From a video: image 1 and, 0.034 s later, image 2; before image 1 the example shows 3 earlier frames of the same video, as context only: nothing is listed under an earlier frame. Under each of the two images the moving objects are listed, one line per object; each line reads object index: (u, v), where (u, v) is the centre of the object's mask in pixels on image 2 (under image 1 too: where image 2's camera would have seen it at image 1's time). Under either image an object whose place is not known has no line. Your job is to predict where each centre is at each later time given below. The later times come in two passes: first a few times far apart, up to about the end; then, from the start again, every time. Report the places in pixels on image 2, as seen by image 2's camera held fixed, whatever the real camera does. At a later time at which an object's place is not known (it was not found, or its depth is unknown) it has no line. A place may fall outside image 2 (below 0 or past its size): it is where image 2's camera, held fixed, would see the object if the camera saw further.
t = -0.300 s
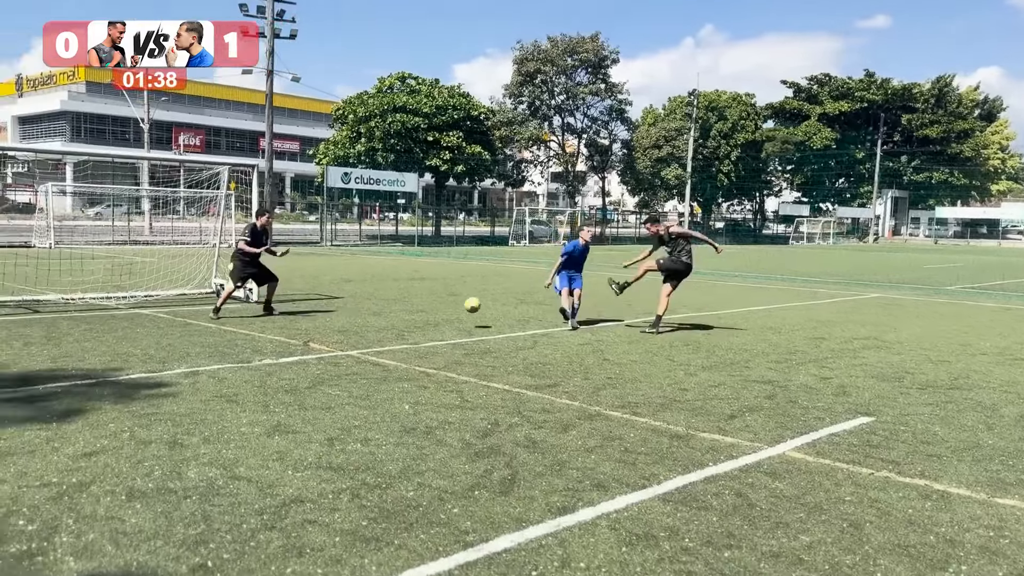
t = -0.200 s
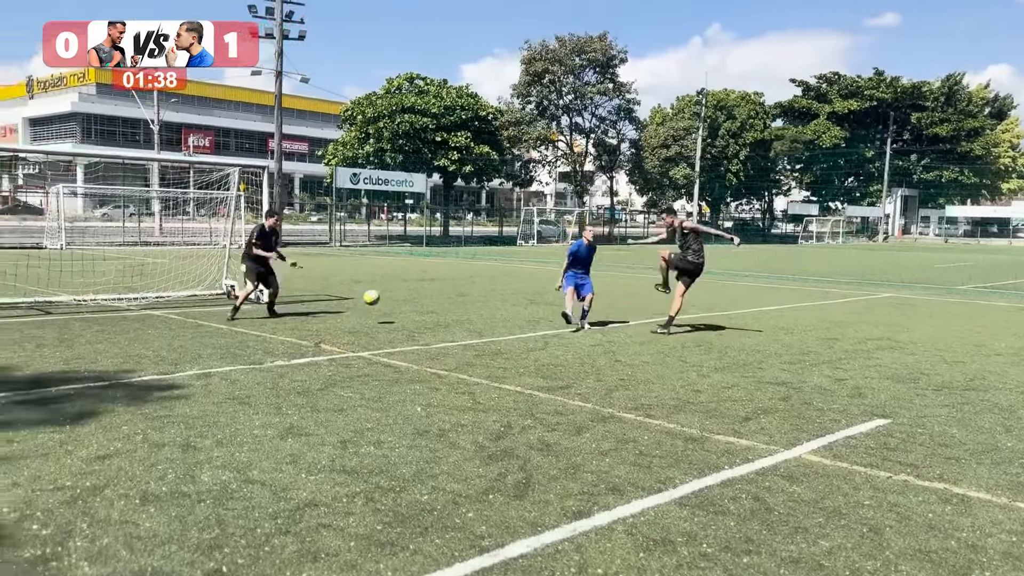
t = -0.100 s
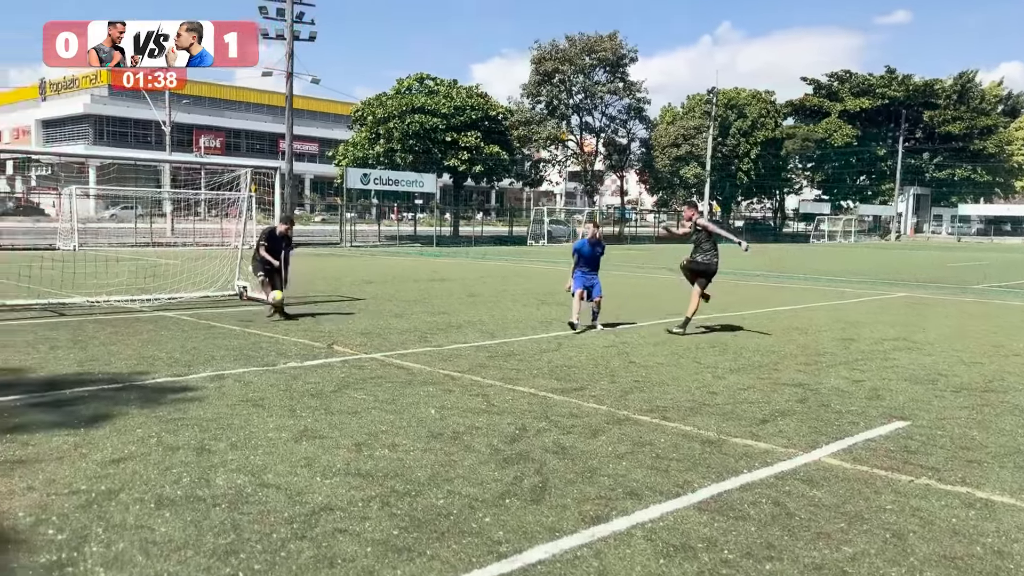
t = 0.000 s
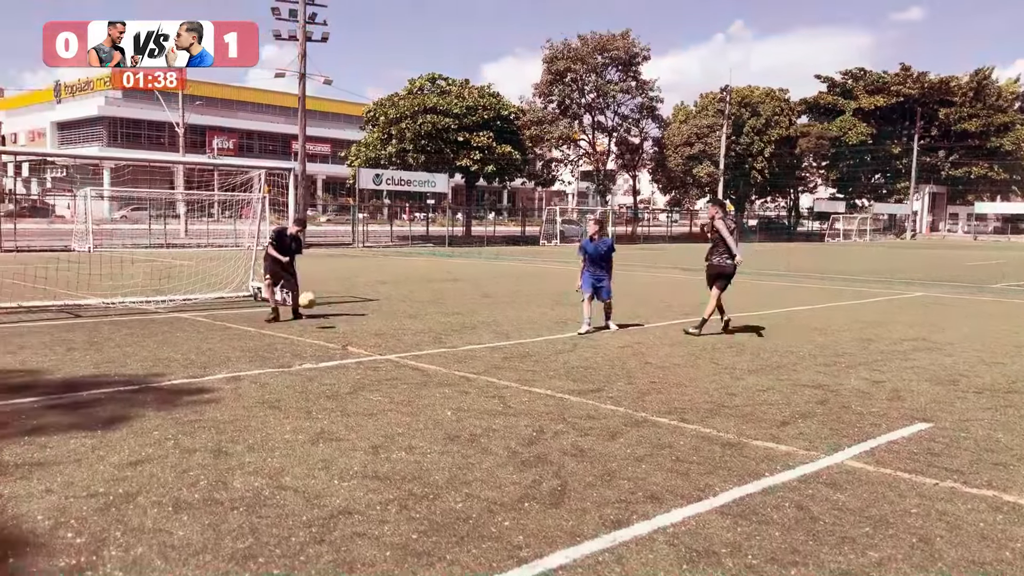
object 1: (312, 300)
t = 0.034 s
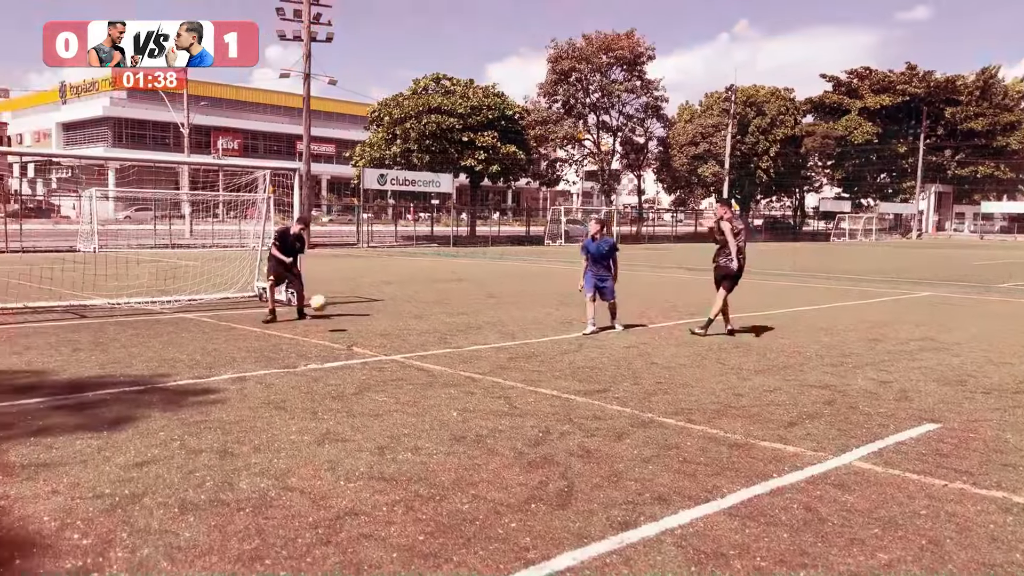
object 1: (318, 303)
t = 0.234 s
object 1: (361, 339)
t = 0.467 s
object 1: (401, 348)
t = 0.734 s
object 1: (452, 384)
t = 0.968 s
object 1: (502, 428)
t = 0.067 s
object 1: (325, 307)
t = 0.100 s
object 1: (331, 310)
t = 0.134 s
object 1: (339, 316)
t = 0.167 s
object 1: (346, 322)
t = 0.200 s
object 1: (353, 330)
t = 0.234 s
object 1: (361, 339)
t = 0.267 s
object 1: (367, 348)
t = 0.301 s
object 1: (373, 345)
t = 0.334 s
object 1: (378, 343)
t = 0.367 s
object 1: (384, 343)
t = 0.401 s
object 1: (390, 343)
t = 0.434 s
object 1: (395, 344)
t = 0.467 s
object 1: (401, 348)
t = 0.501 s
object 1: (407, 351)
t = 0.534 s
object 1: (414, 357)
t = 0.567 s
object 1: (420, 364)
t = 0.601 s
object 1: (426, 372)
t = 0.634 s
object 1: (433, 382)
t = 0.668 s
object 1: (439, 386)
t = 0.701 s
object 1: (445, 384)
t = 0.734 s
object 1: (452, 384)
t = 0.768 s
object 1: (459, 385)
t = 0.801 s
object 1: (466, 388)
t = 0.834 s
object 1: (473, 393)
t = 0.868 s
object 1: (480, 399)
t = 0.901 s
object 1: (487, 407)
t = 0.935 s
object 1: (494, 417)
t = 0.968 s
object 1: (502, 428)
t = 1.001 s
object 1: (510, 430)
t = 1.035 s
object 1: (519, 433)
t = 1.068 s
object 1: (528, 436)
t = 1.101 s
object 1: (539, 443)
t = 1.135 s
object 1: (548, 450)
